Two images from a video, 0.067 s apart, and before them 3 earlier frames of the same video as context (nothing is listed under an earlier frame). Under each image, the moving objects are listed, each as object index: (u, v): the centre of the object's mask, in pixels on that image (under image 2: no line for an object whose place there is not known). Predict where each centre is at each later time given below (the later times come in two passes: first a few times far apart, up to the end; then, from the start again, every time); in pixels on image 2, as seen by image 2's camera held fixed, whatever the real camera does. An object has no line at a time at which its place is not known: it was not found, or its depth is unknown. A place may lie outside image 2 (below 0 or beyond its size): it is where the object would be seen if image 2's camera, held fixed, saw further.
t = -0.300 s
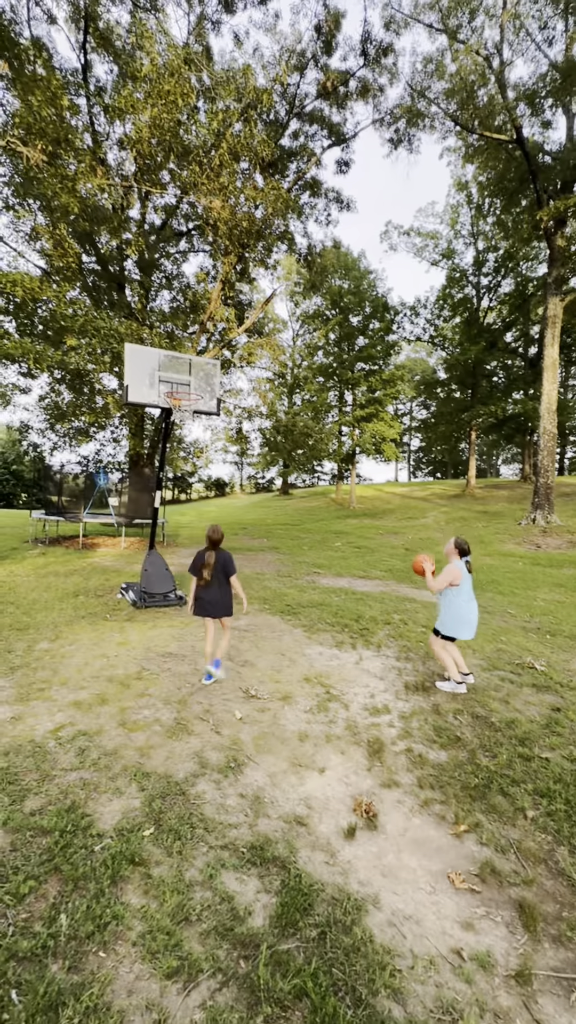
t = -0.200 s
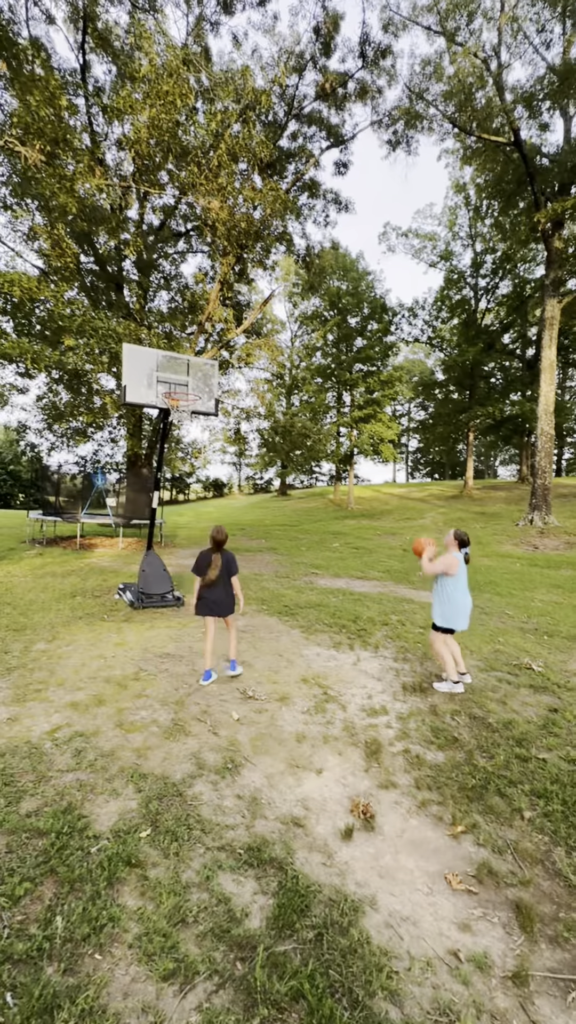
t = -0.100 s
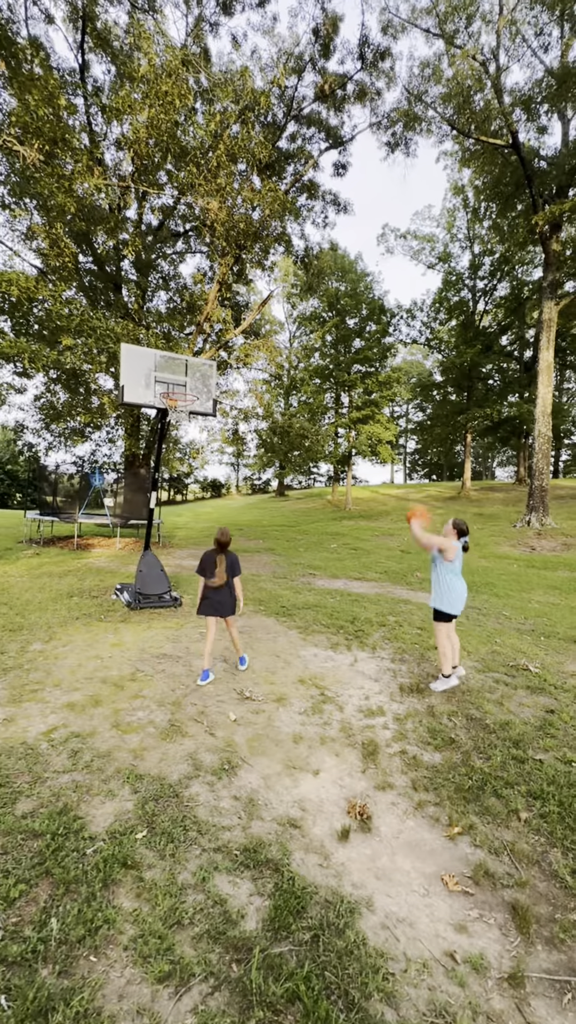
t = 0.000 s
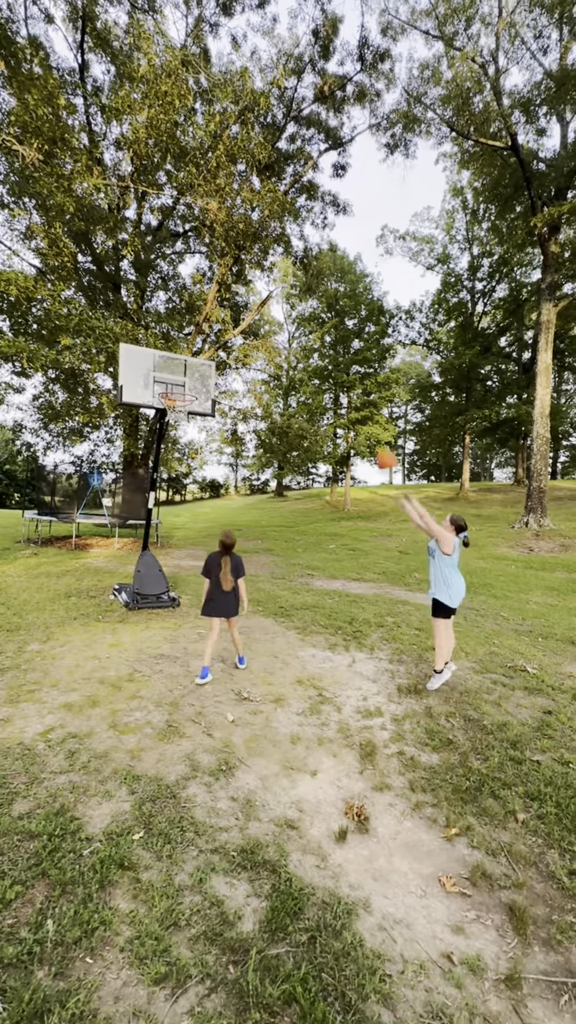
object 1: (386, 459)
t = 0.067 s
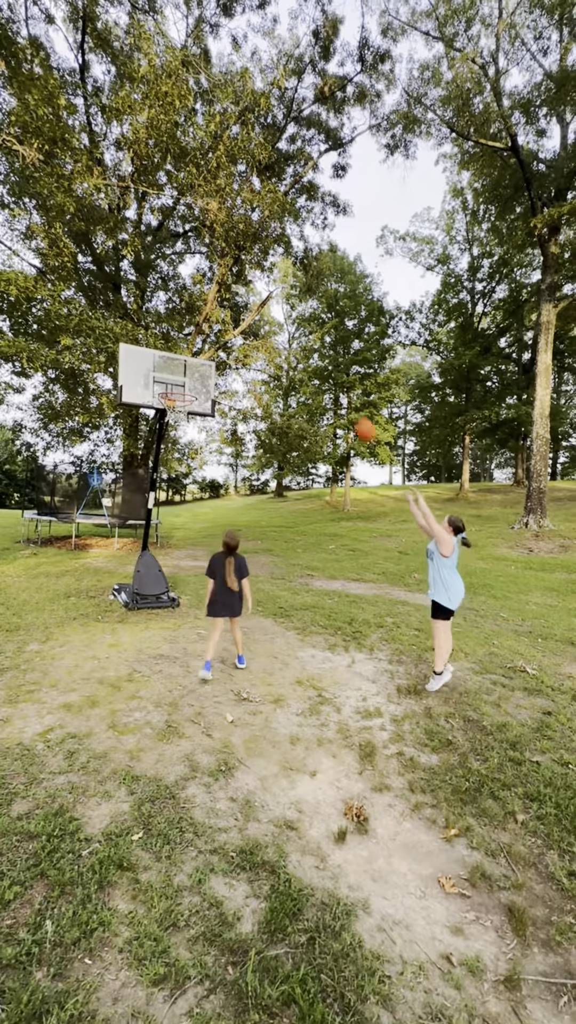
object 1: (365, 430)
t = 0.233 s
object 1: (317, 378)
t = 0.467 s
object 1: (255, 348)
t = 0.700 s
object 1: (203, 363)
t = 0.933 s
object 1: (177, 401)
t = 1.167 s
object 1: (180, 419)
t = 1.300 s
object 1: (183, 445)
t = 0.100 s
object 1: (355, 417)
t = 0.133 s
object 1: (345, 405)
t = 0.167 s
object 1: (335, 394)
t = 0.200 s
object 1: (327, 385)
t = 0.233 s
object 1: (317, 378)
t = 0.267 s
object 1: (308, 371)
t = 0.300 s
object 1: (301, 365)
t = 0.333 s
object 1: (289, 360)
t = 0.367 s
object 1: (281, 356)
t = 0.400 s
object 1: (271, 352)
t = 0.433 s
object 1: (264, 350)
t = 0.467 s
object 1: (255, 348)
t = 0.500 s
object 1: (248, 349)
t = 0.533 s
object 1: (241, 349)
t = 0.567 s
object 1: (232, 350)
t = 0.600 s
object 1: (225, 352)
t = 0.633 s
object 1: (218, 354)
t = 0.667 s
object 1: (211, 358)
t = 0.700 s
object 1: (203, 363)
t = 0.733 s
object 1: (196, 369)
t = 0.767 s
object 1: (189, 374)
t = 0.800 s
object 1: (181, 382)
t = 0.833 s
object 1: (178, 386)
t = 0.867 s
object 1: (177, 390)
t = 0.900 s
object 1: (177, 394)
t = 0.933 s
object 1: (177, 401)
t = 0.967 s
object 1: (176, 405)
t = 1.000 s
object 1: (176, 406)
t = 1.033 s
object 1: (176, 409)
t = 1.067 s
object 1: (177, 411)
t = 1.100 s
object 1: (178, 415)
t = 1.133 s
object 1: (179, 417)
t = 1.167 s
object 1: (180, 419)
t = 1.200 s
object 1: (181, 425)
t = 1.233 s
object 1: (182, 430)
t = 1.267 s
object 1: (183, 438)
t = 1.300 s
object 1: (183, 445)
